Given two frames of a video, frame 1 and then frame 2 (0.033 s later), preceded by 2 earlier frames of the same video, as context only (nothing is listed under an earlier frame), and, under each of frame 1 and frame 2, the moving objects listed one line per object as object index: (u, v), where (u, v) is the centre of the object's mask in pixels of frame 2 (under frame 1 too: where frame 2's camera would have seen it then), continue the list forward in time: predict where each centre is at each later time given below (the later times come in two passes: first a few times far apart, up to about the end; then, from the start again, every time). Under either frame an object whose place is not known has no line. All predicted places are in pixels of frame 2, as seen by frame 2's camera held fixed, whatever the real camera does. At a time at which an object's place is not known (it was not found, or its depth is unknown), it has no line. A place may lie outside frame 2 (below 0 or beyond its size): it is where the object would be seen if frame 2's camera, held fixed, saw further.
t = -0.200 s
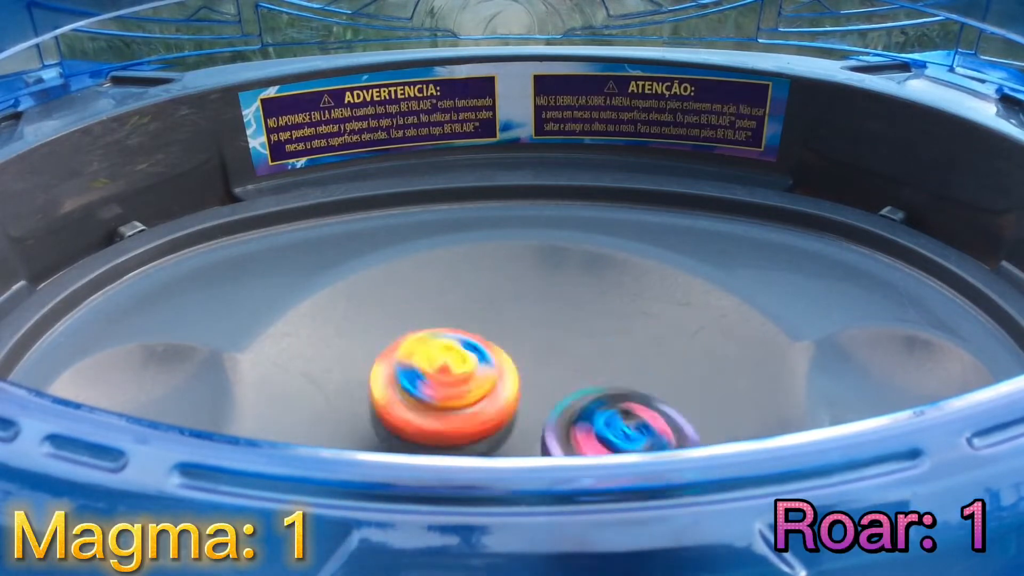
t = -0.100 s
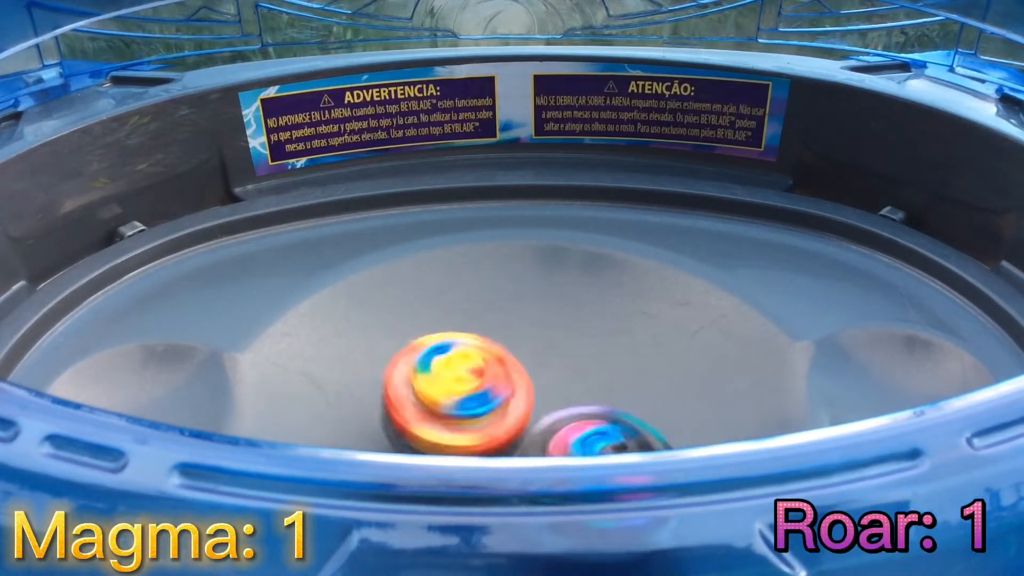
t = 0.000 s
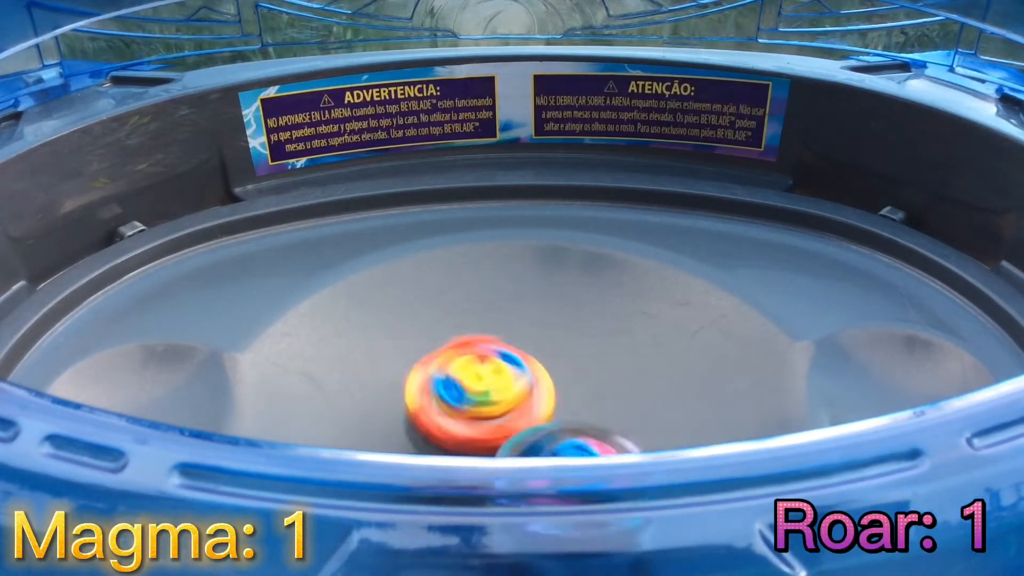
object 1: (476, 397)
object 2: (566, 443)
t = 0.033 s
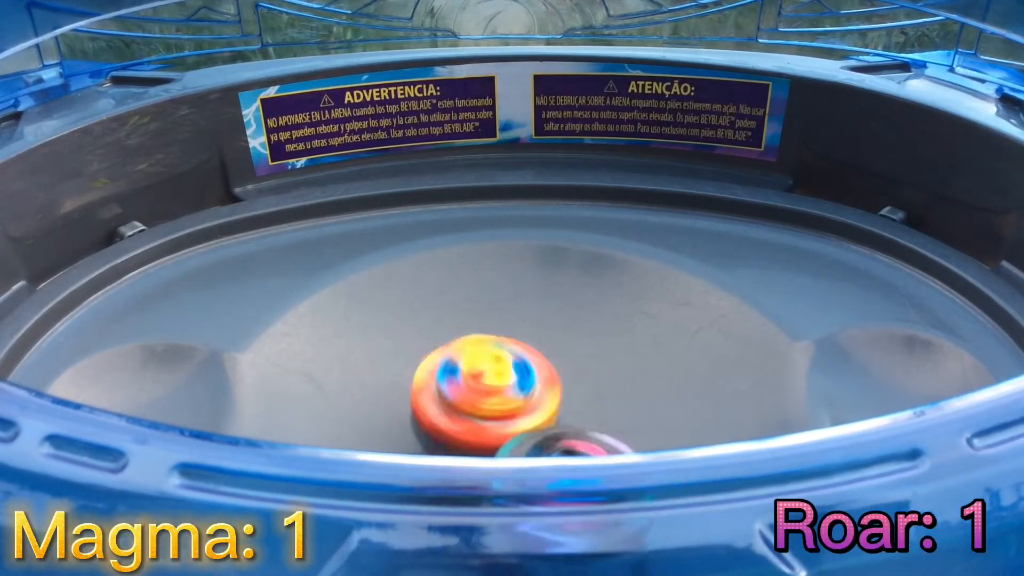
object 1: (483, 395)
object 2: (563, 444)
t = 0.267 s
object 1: (502, 371)
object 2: (516, 445)
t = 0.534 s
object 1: (520, 352)
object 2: (422, 438)
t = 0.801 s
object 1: (517, 376)
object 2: (368, 426)
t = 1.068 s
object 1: (564, 416)
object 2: (359, 403)
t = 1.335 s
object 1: (541, 400)
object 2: (374, 370)
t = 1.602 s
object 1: (539, 403)
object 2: (374, 304)
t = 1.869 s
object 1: (486, 414)
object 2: (464, 300)
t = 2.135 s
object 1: (489, 443)
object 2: (591, 403)
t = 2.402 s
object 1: (448, 427)
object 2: (610, 425)
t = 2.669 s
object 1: (393, 373)
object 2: (577, 405)
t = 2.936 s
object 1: (361, 348)
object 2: (609, 402)
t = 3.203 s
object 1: (436, 363)
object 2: (590, 404)
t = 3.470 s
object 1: (444, 353)
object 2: (571, 414)
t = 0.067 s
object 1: (487, 393)
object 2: (561, 446)
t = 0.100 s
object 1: (489, 389)
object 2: (550, 446)
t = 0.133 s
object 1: (492, 385)
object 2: (546, 447)
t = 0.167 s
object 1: (494, 381)
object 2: (540, 446)
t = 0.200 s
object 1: (497, 377)
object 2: (532, 446)
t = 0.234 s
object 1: (500, 374)
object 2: (524, 446)
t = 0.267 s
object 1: (502, 371)
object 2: (516, 445)
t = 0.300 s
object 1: (504, 368)
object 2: (509, 444)
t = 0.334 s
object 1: (505, 367)
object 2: (502, 442)
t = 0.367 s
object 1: (506, 365)
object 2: (494, 440)
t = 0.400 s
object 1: (507, 364)
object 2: (482, 438)
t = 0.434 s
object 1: (509, 365)
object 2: (470, 435)
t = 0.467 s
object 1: (514, 363)
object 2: (452, 436)
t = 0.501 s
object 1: (519, 358)
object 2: (436, 439)
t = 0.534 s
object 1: (520, 352)
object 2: (422, 438)
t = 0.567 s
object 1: (521, 350)
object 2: (415, 437)
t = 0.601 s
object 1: (522, 347)
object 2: (403, 435)
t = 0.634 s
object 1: (522, 349)
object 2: (395, 434)
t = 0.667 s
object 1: (522, 350)
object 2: (385, 432)
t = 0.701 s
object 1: (521, 353)
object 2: (380, 431)
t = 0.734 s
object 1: (520, 359)
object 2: (376, 429)
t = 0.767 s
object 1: (519, 366)
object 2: (373, 428)
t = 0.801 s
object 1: (517, 376)
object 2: (368, 426)
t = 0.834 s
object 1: (517, 385)
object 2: (366, 424)
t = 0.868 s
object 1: (516, 390)
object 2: (366, 422)
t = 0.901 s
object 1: (517, 402)
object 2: (367, 419)
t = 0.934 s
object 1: (519, 406)
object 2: (366, 416)
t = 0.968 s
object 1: (535, 410)
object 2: (355, 414)
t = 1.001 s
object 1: (546, 413)
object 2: (352, 410)
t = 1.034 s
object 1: (558, 414)
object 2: (356, 408)
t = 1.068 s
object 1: (564, 416)
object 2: (359, 403)
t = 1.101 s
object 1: (570, 414)
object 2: (357, 399)
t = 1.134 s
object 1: (572, 413)
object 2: (354, 396)
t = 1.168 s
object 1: (572, 412)
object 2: (357, 392)
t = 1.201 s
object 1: (569, 410)
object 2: (360, 389)
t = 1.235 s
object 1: (565, 408)
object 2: (362, 385)
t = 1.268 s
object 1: (559, 406)
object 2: (366, 381)
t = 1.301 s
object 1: (551, 405)
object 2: (370, 375)
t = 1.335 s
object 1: (541, 400)
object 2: (374, 370)
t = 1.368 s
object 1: (525, 399)
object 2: (379, 363)
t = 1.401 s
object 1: (535, 401)
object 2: (366, 347)
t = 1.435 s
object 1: (541, 401)
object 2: (355, 329)
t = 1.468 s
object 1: (540, 402)
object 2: (351, 320)
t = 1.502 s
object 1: (544, 401)
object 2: (352, 316)
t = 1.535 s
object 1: (543, 402)
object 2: (357, 312)
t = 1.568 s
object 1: (541, 403)
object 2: (365, 308)
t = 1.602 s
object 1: (539, 403)
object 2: (374, 304)
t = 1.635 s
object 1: (535, 403)
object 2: (381, 302)
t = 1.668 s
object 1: (527, 404)
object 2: (387, 301)
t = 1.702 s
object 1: (523, 404)
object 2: (394, 301)
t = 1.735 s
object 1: (516, 402)
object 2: (401, 302)
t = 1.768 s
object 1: (509, 401)
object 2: (414, 304)
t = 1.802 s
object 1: (499, 401)
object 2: (426, 305)
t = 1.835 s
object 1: (493, 402)
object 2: (440, 308)
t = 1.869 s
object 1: (486, 414)
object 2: (464, 300)
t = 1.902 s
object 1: (487, 428)
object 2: (486, 294)
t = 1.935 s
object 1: (486, 431)
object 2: (507, 294)
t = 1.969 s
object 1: (490, 438)
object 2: (528, 304)
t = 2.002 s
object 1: (490, 440)
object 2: (547, 322)
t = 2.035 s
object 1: (493, 444)
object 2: (564, 342)
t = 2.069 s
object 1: (491, 442)
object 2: (577, 369)
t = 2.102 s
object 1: (491, 441)
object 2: (585, 387)
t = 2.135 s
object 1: (489, 443)
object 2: (591, 403)
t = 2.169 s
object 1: (481, 444)
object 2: (605, 405)
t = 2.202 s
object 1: (468, 444)
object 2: (608, 411)
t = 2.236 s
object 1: (449, 445)
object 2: (610, 413)
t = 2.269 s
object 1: (447, 443)
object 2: (609, 417)
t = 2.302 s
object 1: (447, 439)
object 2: (612, 419)
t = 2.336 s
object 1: (441, 437)
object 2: (611, 422)
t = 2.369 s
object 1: (445, 433)
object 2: (611, 423)
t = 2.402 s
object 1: (448, 427)
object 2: (610, 425)
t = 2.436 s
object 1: (438, 424)
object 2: (618, 421)
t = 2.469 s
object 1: (428, 415)
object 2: (622, 421)
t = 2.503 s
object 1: (415, 406)
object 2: (619, 417)
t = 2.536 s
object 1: (407, 398)
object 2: (612, 414)
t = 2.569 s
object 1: (398, 389)
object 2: (603, 412)
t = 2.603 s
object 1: (394, 383)
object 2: (595, 407)
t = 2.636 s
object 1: (391, 377)
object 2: (588, 407)
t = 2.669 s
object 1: (393, 373)
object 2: (577, 405)
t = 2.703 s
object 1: (396, 370)
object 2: (567, 406)
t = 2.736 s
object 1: (402, 369)
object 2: (550, 405)
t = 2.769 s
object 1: (389, 359)
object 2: (561, 404)
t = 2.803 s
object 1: (375, 352)
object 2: (576, 401)
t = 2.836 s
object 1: (365, 346)
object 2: (591, 401)
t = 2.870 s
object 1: (360, 345)
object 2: (601, 403)
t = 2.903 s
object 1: (359, 346)
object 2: (604, 403)
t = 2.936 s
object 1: (361, 348)
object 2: (609, 402)
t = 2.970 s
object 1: (370, 351)
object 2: (609, 403)
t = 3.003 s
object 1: (385, 360)
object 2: (604, 403)
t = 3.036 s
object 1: (403, 367)
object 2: (598, 403)
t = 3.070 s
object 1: (426, 373)
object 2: (589, 403)
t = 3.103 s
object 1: (435, 373)
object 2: (587, 398)
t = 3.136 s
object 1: (438, 371)
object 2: (580, 402)
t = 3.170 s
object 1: (434, 367)
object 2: (586, 404)
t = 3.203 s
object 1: (436, 363)
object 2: (590, 404)
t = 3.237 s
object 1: (441, 359)
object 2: (591, 405)
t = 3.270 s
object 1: (445, 359)
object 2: (584, 408)
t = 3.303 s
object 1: (452, 359)
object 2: (572, 410)
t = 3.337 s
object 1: (449, 359)
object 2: (571, 412)
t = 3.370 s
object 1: (447, 358)
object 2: (569, 414)
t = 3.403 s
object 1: (446, 356)
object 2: (570, 414)
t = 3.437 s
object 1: (444, 354)
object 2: (571, 414)
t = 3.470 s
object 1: (444, 353)
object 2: (571, 414)
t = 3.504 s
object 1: (446, 354)
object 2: (569, 414)
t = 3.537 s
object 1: (447, 357)
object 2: (569, 414)
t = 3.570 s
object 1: (448, 361)
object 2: (571, 415)
